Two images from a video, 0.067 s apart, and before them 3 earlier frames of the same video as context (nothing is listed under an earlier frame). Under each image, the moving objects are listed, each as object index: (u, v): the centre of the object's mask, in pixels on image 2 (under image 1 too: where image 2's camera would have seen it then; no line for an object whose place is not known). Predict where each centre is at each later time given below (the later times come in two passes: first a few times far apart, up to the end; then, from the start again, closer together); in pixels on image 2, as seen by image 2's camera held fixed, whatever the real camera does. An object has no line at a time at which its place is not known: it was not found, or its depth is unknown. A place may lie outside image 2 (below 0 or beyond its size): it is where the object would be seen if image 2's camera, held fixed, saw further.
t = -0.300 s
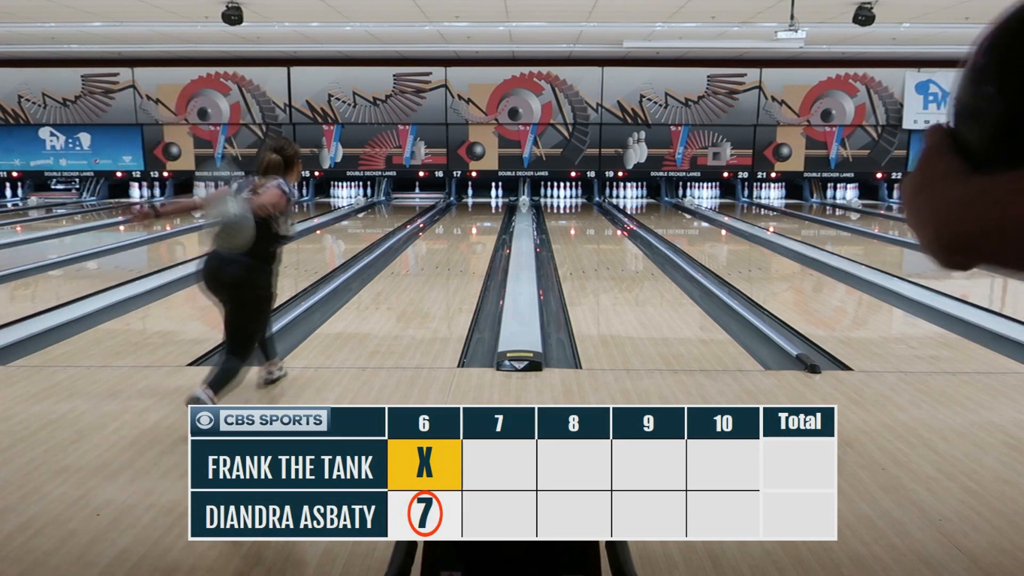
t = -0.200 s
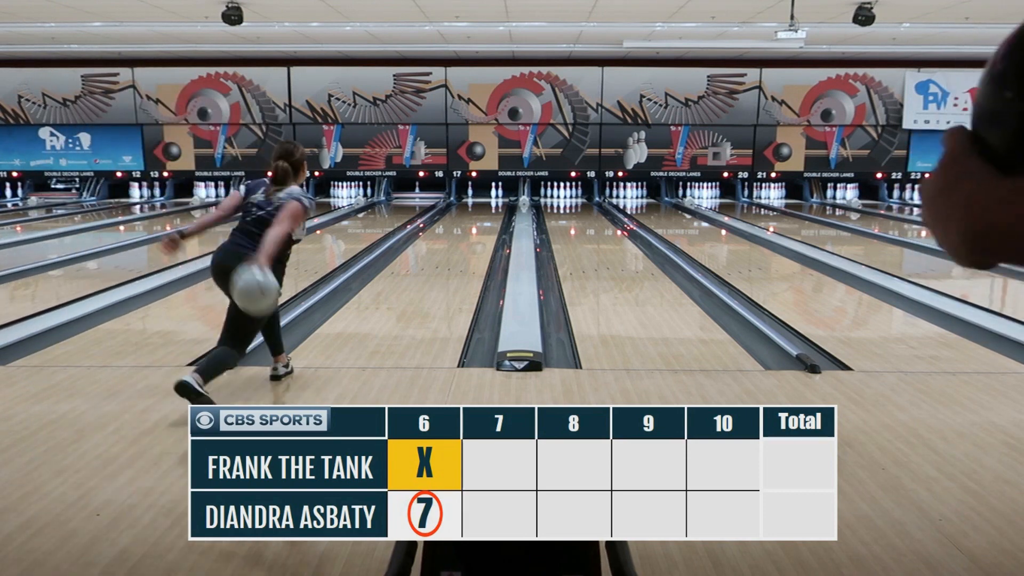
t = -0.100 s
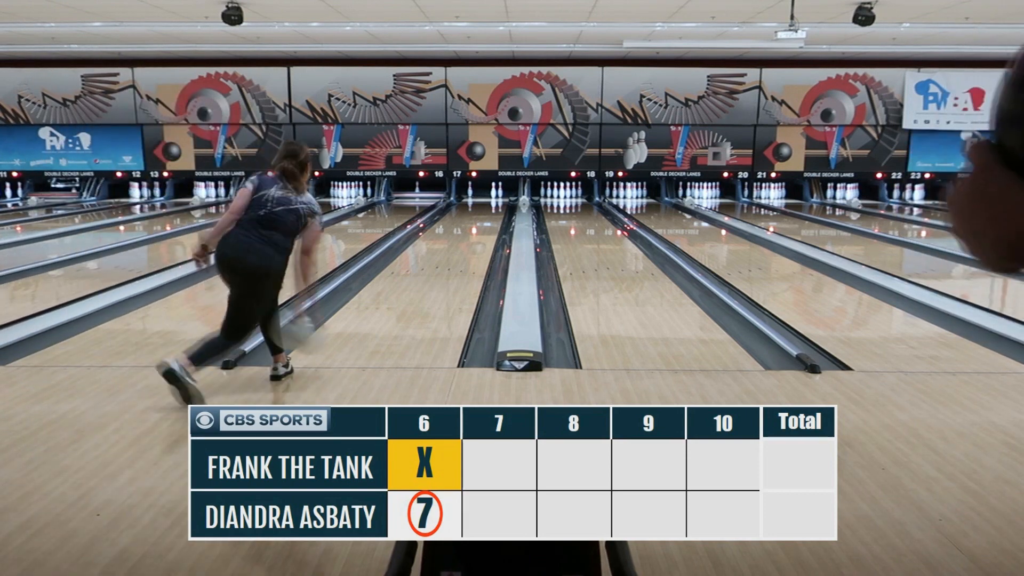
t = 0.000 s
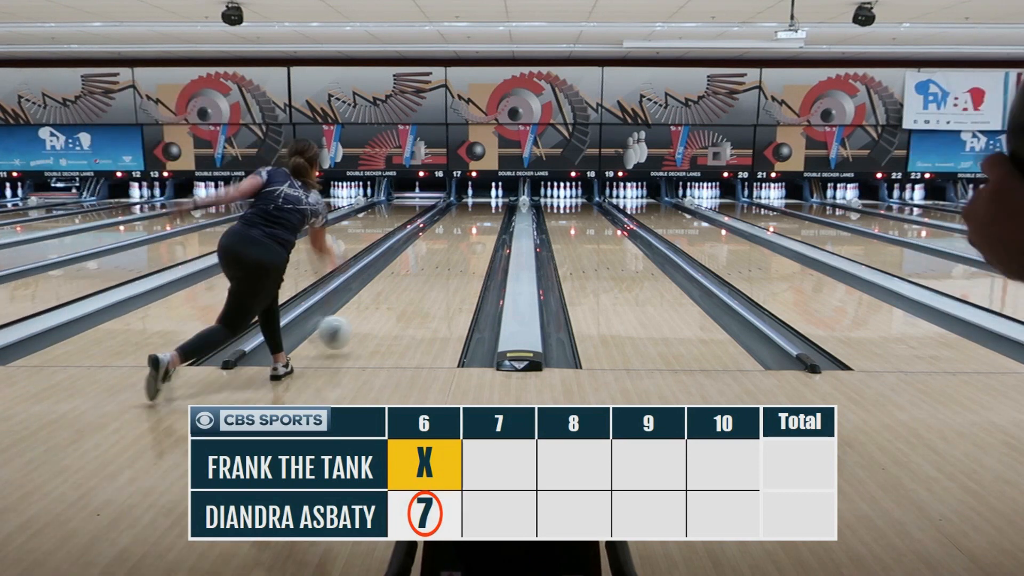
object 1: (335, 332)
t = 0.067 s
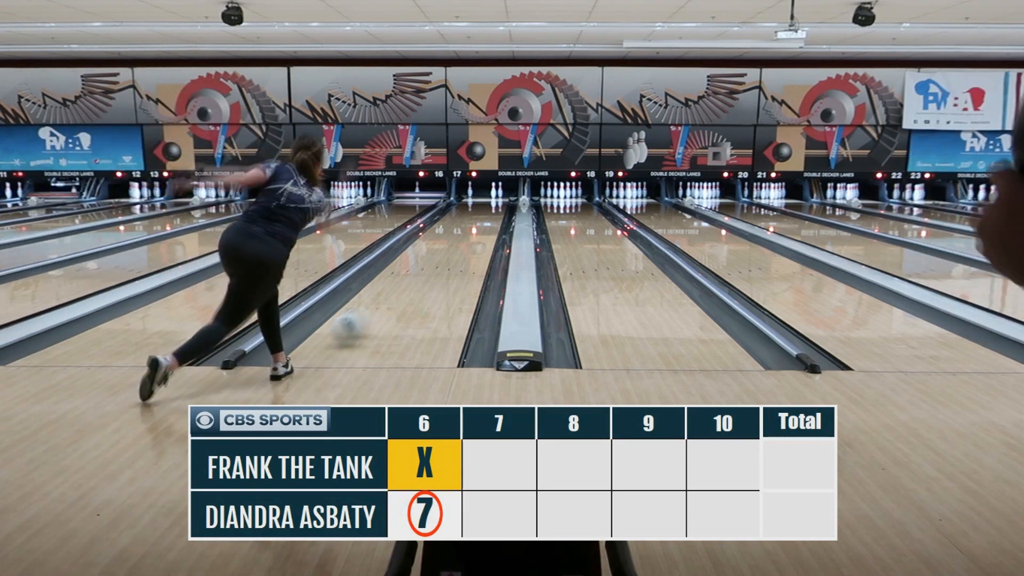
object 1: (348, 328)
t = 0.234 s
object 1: (385, 298)
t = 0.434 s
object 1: (414, 276)
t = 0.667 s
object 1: (439, 254)
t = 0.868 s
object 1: (454, 241)
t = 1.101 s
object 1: (467, 230)
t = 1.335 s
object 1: (478, 221)
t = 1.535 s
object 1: (485, 215)
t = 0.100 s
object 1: (357, 321)
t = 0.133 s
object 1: (366, 314)
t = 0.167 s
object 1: (374, 307)
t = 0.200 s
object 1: (380, 302)
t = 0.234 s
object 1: (385, 298)
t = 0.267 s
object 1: (390, 295)
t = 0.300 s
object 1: (396, 290)
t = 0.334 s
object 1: (402, 285)
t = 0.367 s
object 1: (407, 281)
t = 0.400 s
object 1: (410, 277)
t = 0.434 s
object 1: (414, 276)
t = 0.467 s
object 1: (418, 272)
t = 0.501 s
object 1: (423, 268)
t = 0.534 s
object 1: (425, 265)
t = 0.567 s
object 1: (429, 263)
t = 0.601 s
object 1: (432, 260)
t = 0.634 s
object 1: (435, 258)
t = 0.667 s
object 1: (439, 254)
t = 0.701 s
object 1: (441, 252)
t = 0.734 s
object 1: (444, 250)
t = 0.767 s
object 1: (446, 249)
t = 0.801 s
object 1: (449, 246)
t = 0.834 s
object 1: (452, 244)
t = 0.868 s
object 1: (454, 241)
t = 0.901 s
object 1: (456, 240)
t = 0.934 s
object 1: (457, 239)
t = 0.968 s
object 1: (460, 236)
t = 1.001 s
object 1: (462, 234)
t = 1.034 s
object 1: (463, 232)
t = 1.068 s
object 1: (465, 231)
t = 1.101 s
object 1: (467, 230)
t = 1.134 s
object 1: (469, 229)
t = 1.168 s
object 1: (471, 227)
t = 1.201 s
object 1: (473, 225)
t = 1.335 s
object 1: (478, 221)
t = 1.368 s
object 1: (479, 219)
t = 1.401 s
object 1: (480, 219)
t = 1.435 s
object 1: (481, 218)
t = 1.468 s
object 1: (483, 217)
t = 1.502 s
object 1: (484, 216)
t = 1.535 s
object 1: (485, 215)
